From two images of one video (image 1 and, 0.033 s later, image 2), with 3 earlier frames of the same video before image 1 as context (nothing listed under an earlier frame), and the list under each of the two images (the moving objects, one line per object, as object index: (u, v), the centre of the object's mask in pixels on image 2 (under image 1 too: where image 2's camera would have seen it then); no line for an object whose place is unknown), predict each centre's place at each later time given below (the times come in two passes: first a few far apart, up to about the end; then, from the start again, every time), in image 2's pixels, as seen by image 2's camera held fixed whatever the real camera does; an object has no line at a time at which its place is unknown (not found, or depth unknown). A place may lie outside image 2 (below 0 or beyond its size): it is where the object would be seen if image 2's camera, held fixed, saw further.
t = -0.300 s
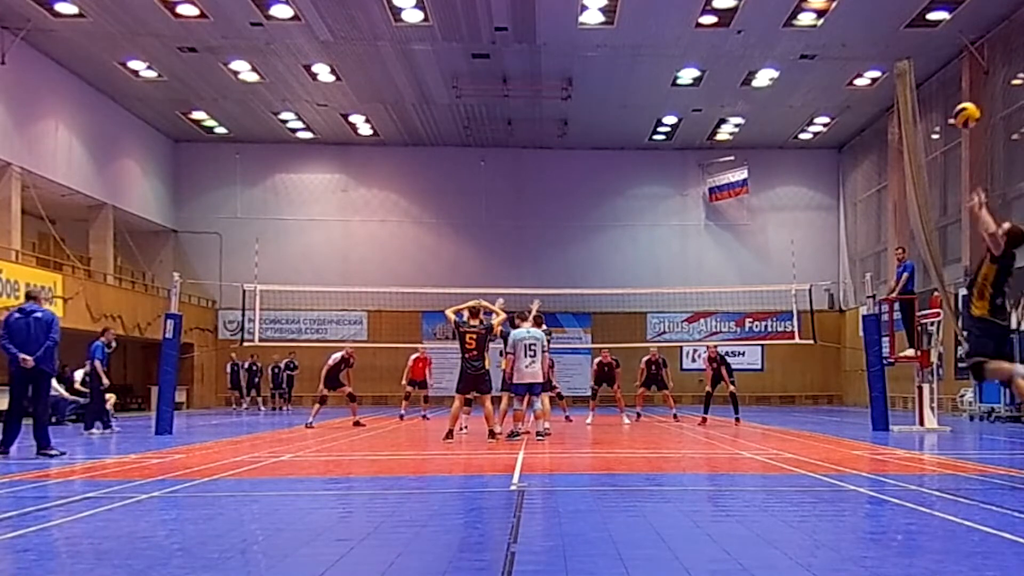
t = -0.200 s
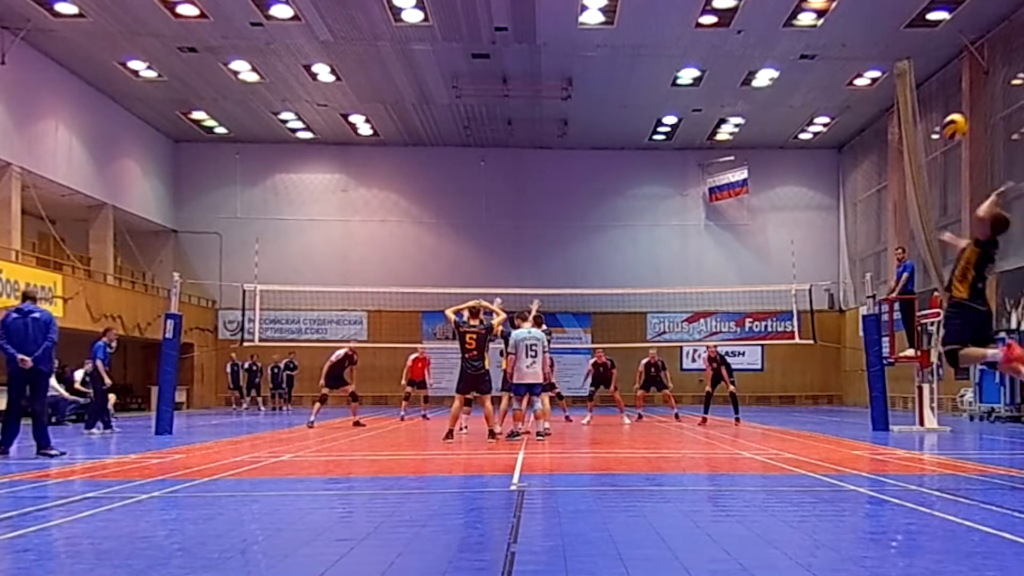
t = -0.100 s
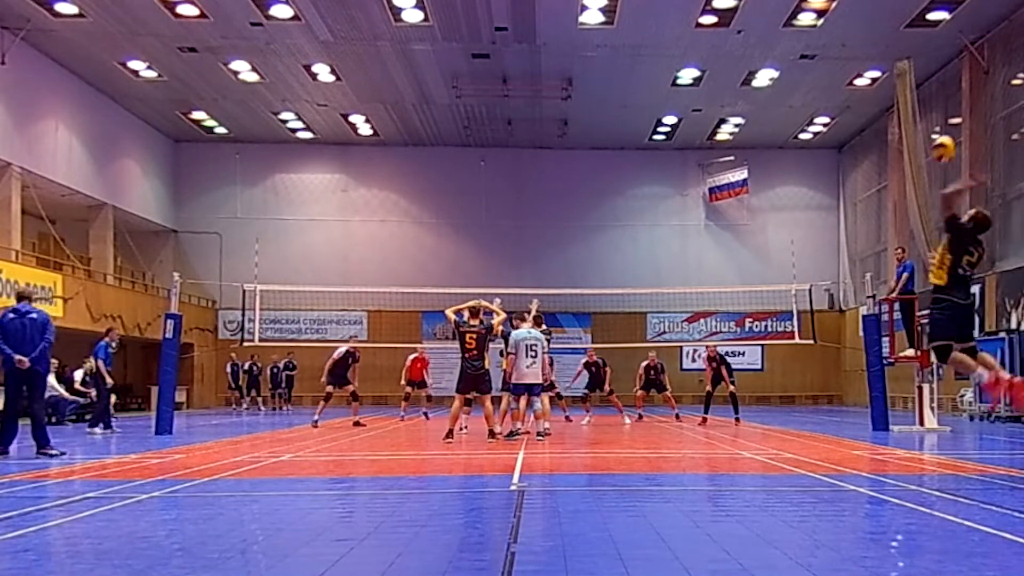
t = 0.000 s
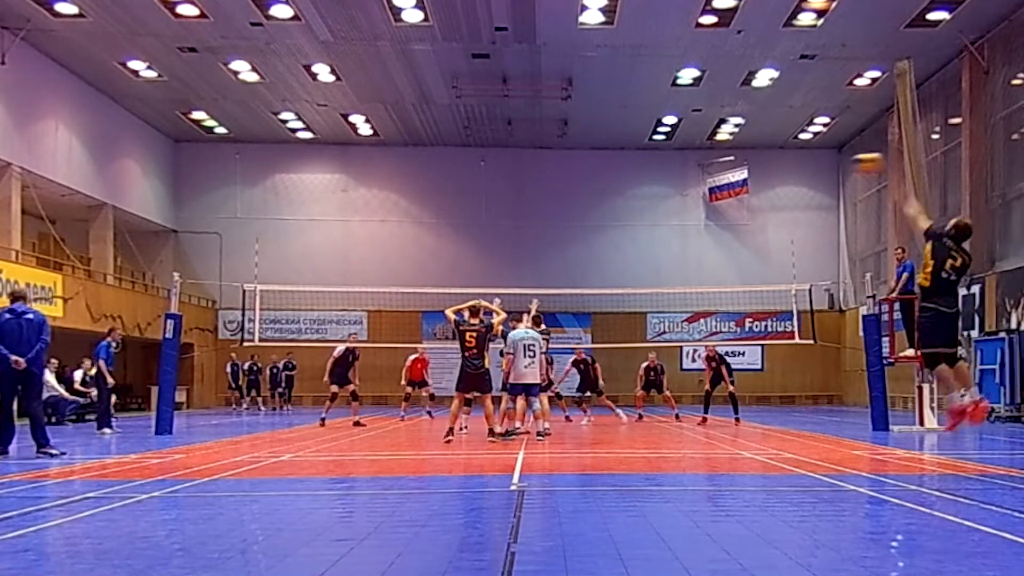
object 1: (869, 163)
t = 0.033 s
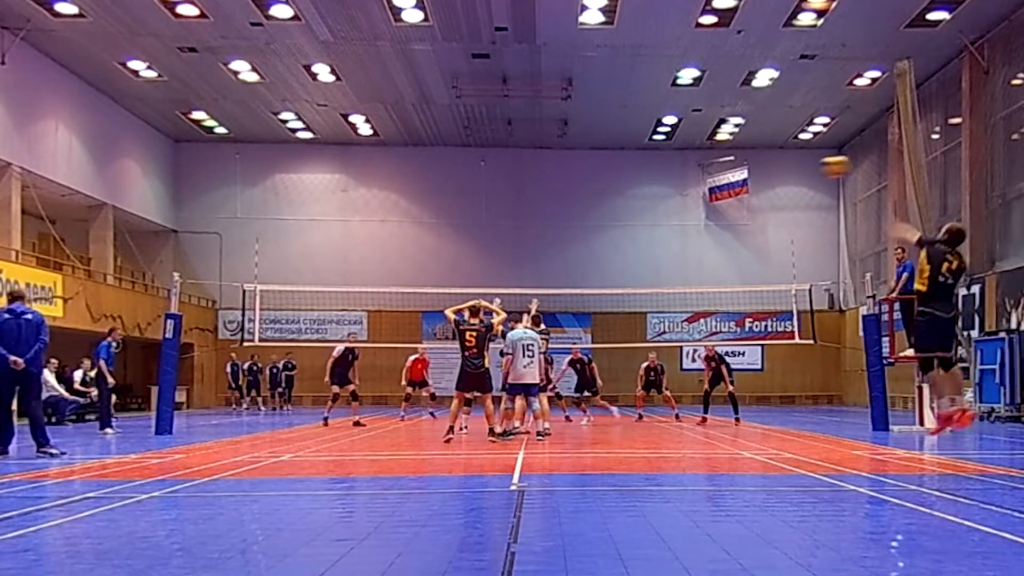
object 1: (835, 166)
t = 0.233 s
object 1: (692, 192)
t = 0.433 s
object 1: (609, 236)
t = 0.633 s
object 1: (557, 286)
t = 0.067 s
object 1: (806, 169)
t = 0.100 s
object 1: (779, 172)
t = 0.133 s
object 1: (757, 176)
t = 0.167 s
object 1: (732, 180)
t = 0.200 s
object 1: (709, 186)
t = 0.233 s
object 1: (692, 192)
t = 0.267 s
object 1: (675, 199)
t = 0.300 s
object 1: (660, 206)
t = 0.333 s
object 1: (646, 213)
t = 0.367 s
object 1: (632, 220)
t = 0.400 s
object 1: (620, 228)
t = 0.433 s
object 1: (609, 236)
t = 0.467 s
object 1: (599, 244)
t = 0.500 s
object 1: (589, 253)
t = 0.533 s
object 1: (580, 262)
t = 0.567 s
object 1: (572, 271)
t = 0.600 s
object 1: (564, 280)
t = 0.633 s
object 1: (557, 286)
